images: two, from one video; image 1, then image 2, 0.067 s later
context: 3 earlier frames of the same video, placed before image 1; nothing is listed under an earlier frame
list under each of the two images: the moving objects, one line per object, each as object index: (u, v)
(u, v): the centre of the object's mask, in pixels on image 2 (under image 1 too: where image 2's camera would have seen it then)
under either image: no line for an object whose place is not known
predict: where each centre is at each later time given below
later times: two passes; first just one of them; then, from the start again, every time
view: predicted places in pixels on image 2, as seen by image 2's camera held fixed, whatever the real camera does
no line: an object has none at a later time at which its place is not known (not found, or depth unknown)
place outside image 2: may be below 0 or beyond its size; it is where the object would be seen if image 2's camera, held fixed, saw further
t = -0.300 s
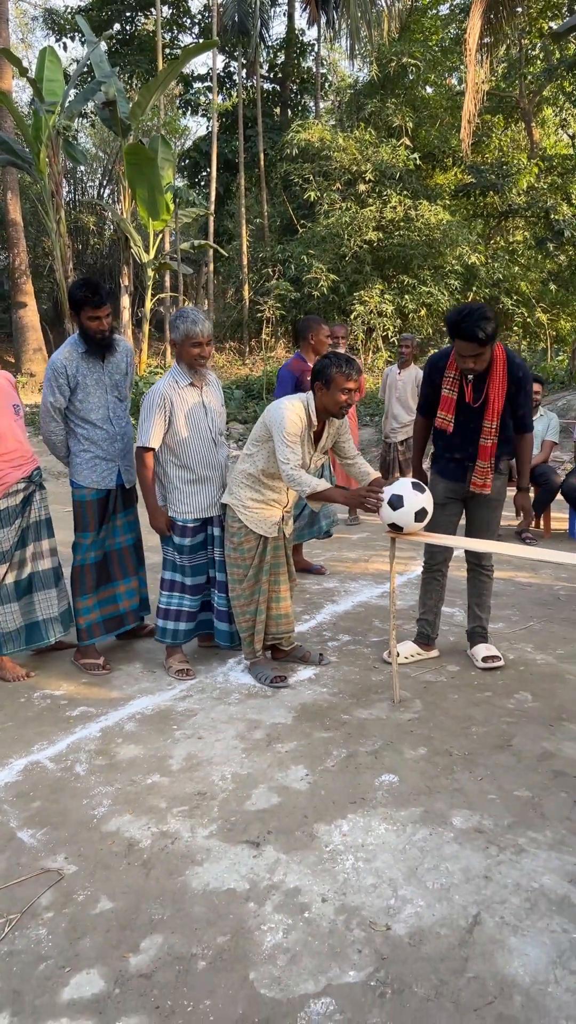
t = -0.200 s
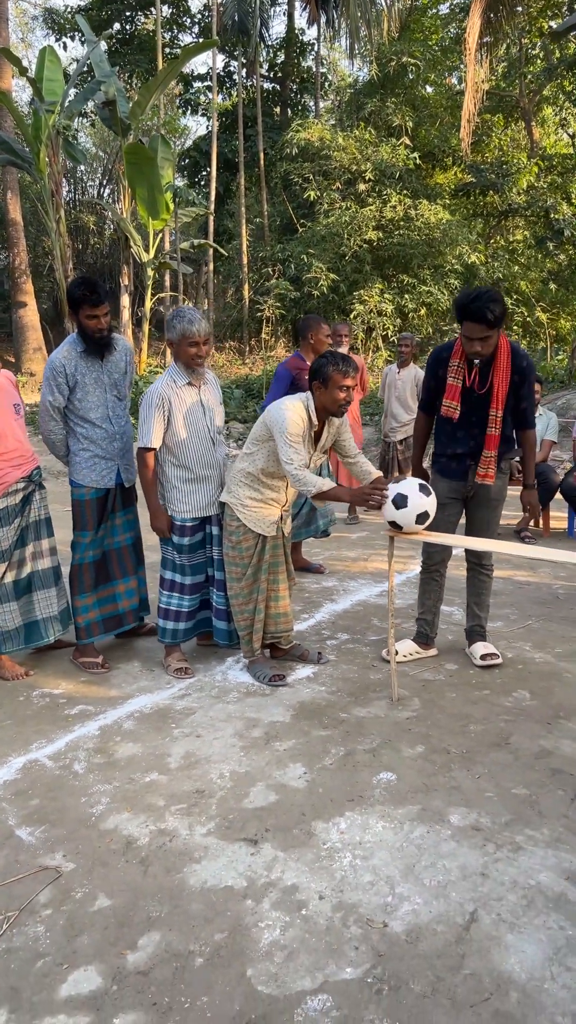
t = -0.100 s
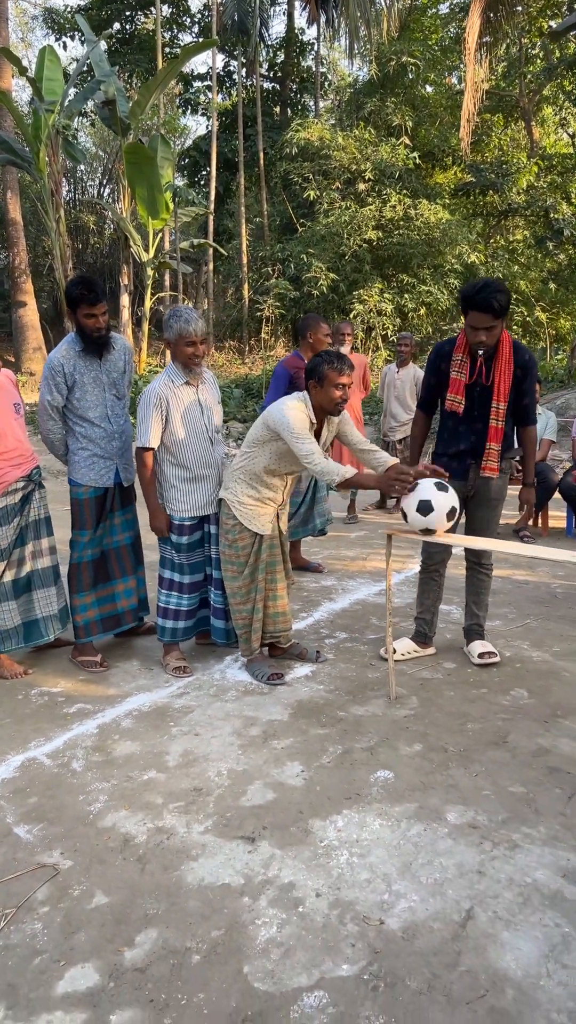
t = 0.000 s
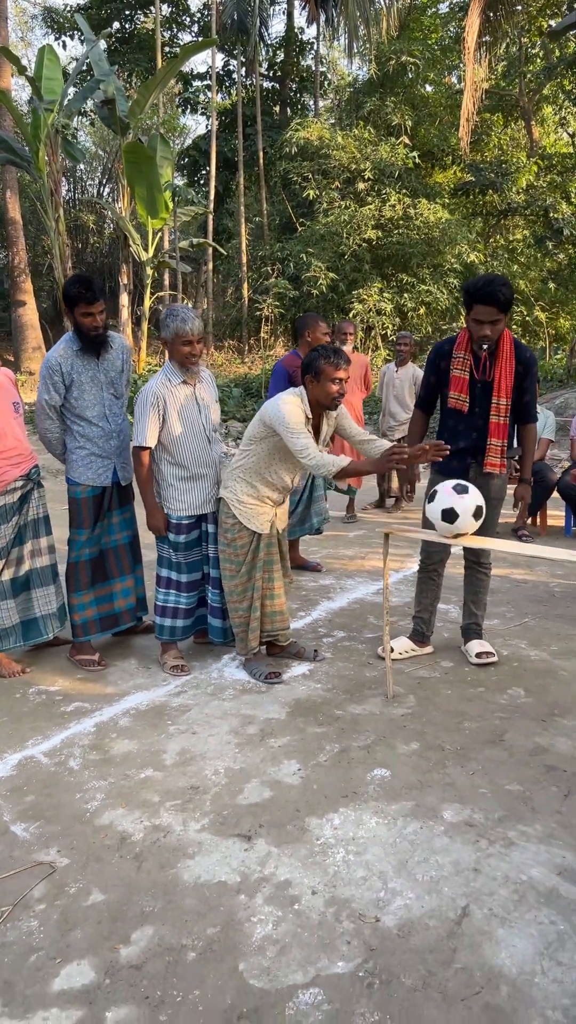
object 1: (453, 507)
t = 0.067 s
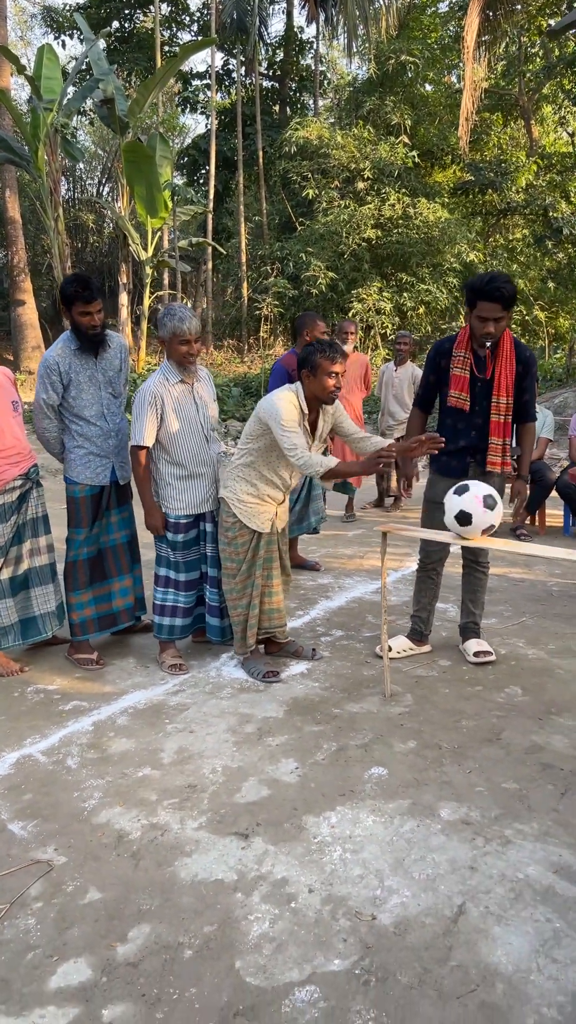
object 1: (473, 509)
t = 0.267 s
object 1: (533, 517)
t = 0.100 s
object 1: (482, 511)
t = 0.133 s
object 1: (492, 512)
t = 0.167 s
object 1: (502, 513)
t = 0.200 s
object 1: (512, 515)
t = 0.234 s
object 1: (523, 516)
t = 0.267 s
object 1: (533, 517)
